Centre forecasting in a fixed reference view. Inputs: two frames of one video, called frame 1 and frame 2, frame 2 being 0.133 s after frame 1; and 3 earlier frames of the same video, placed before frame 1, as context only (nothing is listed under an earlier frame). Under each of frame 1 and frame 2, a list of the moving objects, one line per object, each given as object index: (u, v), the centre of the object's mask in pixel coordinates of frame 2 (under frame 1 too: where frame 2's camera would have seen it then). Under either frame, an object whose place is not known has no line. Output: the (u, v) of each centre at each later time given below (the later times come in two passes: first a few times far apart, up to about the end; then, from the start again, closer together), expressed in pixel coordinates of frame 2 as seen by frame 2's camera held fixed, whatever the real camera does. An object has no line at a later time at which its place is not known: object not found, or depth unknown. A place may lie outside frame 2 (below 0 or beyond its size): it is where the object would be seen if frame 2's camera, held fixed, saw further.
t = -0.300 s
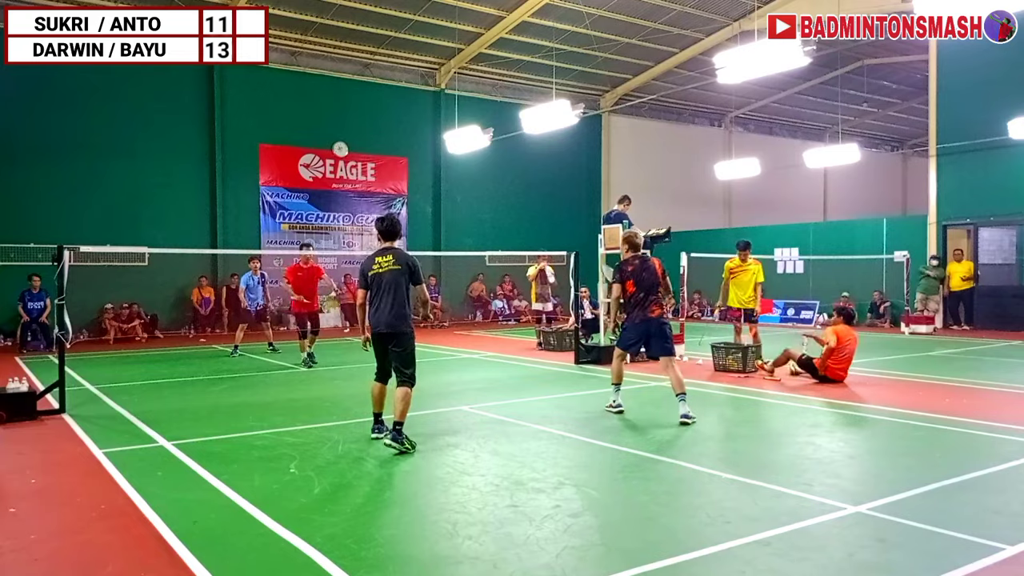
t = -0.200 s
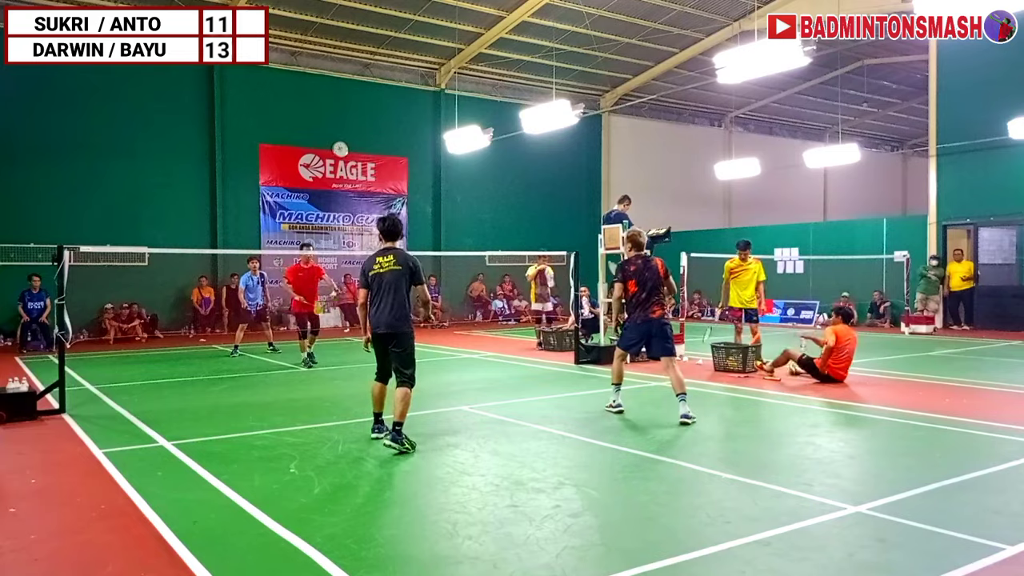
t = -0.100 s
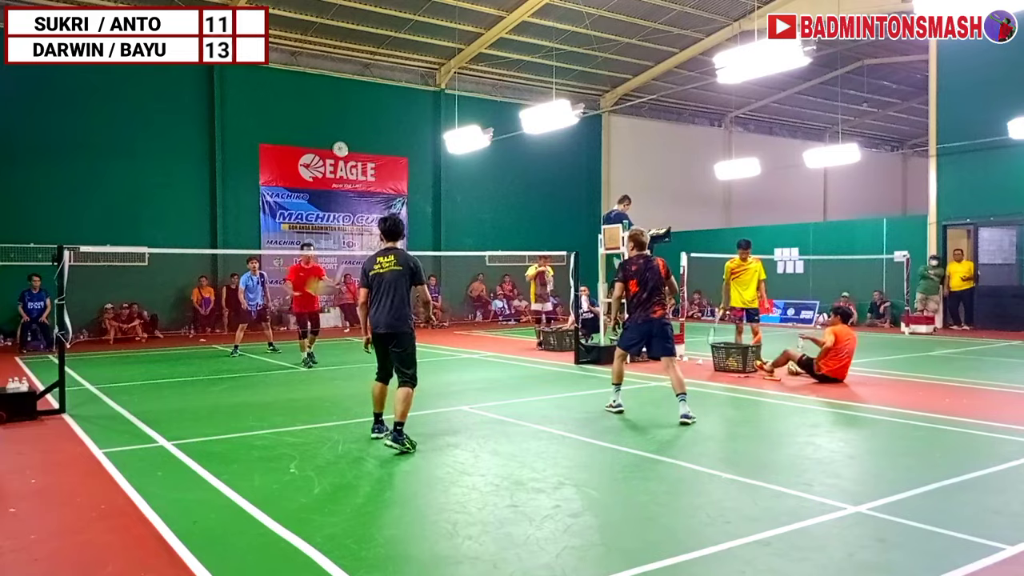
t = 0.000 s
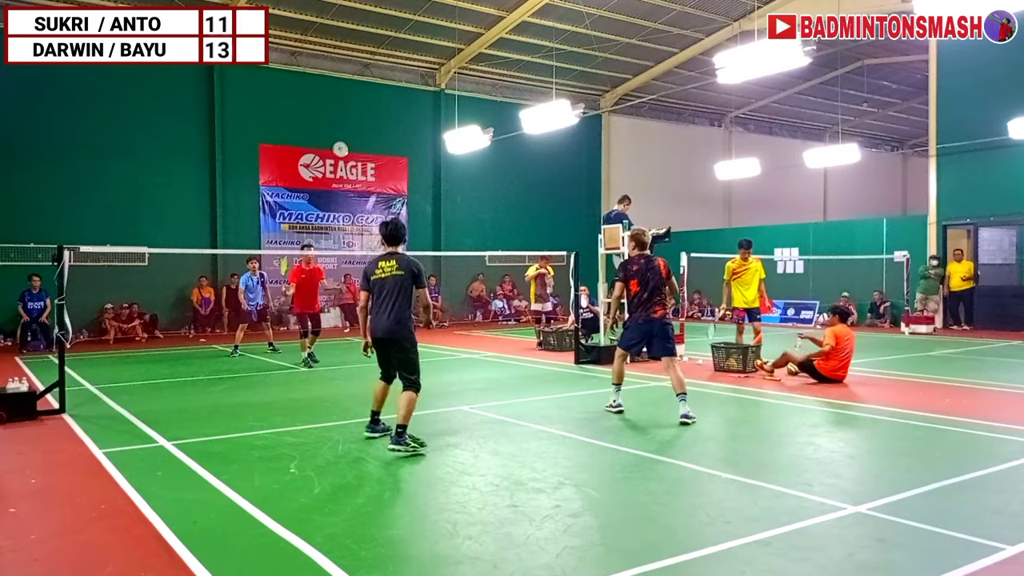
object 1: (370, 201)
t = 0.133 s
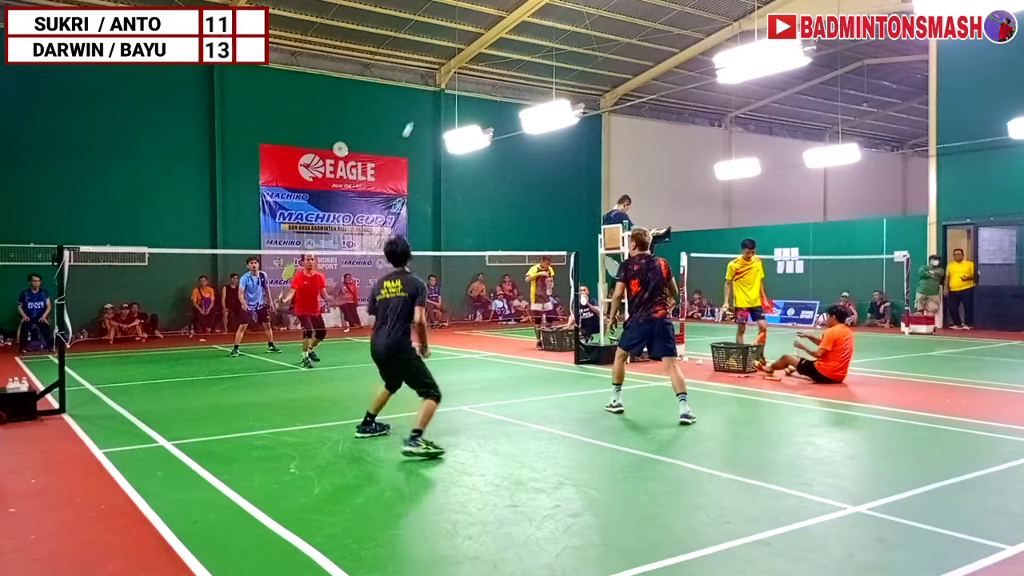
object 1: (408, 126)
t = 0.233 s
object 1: (435, 85)
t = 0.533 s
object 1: (501, 31)
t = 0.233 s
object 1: (435, 85)
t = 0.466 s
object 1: (485, 38)
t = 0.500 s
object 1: (493, 33)
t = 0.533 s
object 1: (501, 31)
